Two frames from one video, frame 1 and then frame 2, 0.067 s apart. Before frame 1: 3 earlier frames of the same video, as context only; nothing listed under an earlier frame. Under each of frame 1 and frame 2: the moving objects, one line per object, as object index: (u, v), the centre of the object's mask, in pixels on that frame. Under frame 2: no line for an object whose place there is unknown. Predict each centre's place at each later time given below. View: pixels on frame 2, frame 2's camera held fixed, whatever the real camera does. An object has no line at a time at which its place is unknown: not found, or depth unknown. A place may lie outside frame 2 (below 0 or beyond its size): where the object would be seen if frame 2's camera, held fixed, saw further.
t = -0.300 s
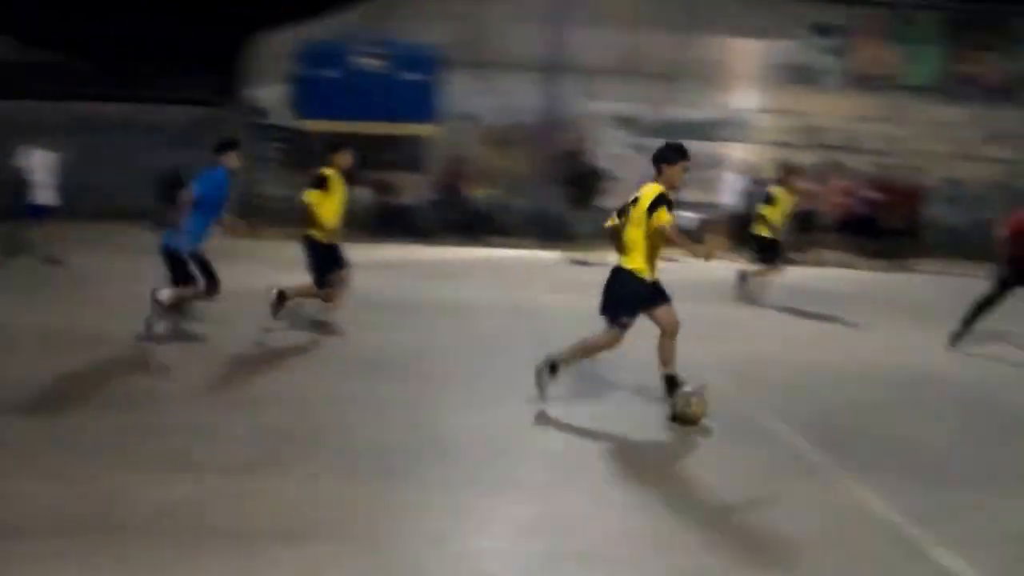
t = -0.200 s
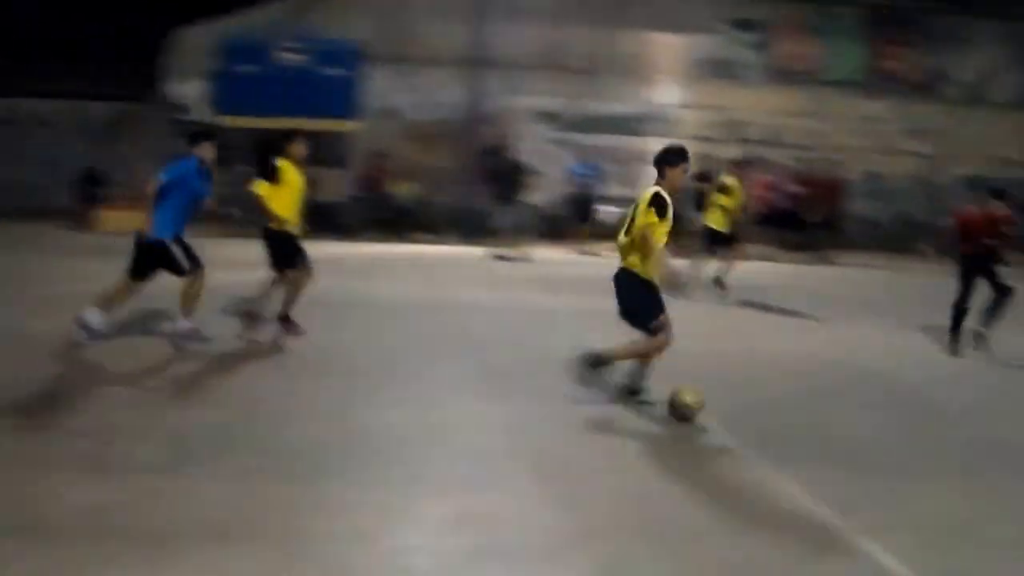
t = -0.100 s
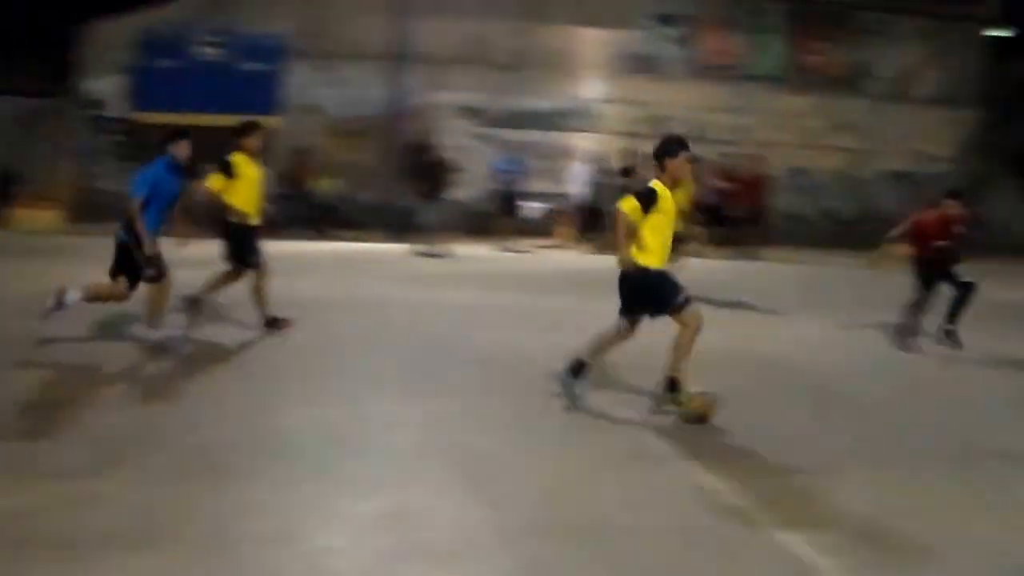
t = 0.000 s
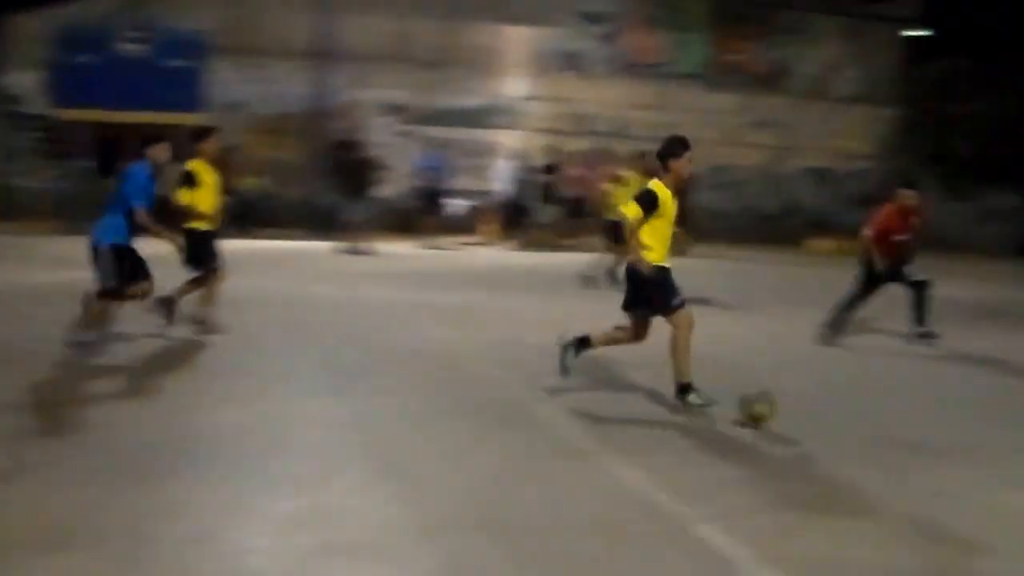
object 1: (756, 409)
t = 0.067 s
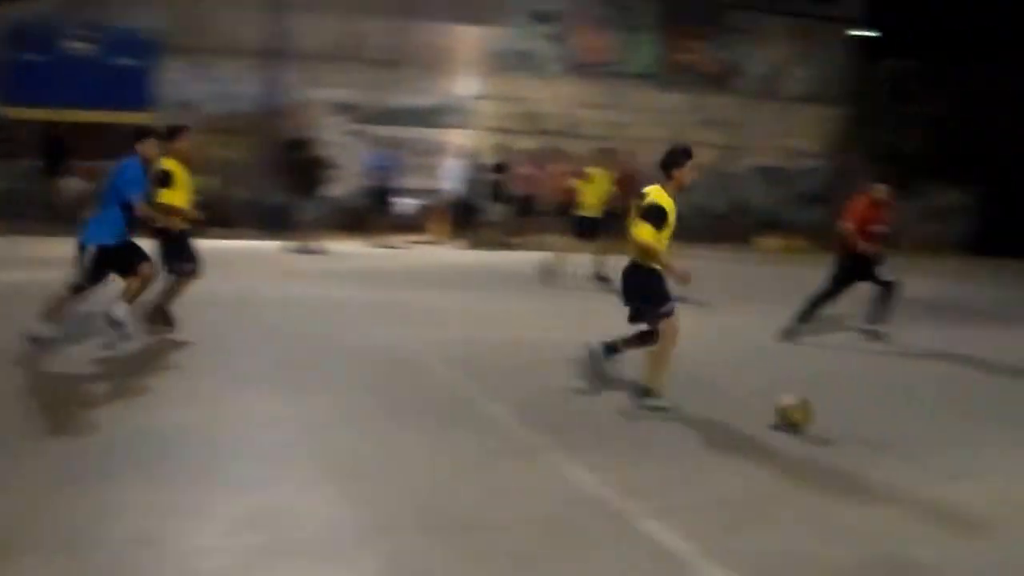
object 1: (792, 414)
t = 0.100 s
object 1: (837, 419)
